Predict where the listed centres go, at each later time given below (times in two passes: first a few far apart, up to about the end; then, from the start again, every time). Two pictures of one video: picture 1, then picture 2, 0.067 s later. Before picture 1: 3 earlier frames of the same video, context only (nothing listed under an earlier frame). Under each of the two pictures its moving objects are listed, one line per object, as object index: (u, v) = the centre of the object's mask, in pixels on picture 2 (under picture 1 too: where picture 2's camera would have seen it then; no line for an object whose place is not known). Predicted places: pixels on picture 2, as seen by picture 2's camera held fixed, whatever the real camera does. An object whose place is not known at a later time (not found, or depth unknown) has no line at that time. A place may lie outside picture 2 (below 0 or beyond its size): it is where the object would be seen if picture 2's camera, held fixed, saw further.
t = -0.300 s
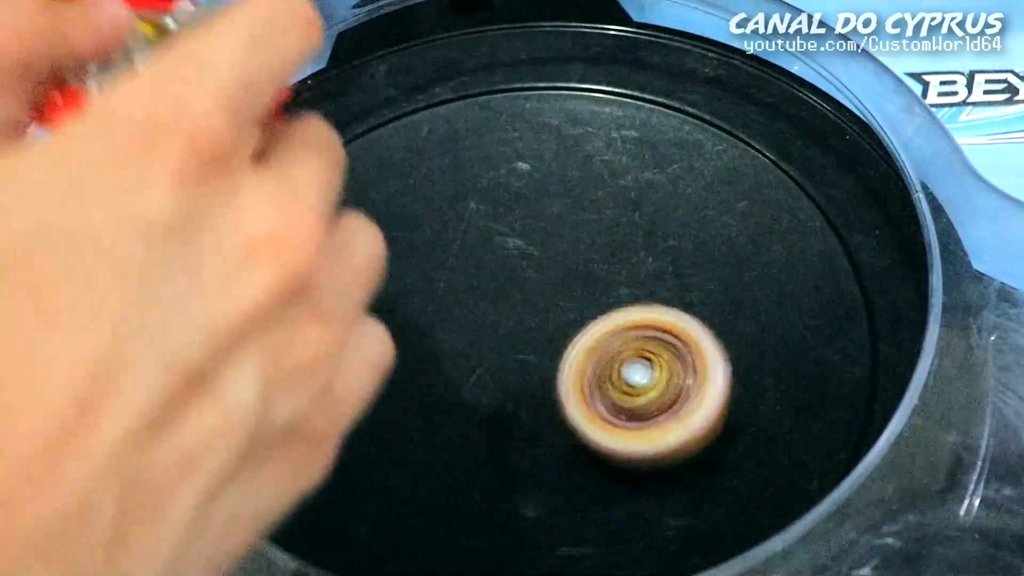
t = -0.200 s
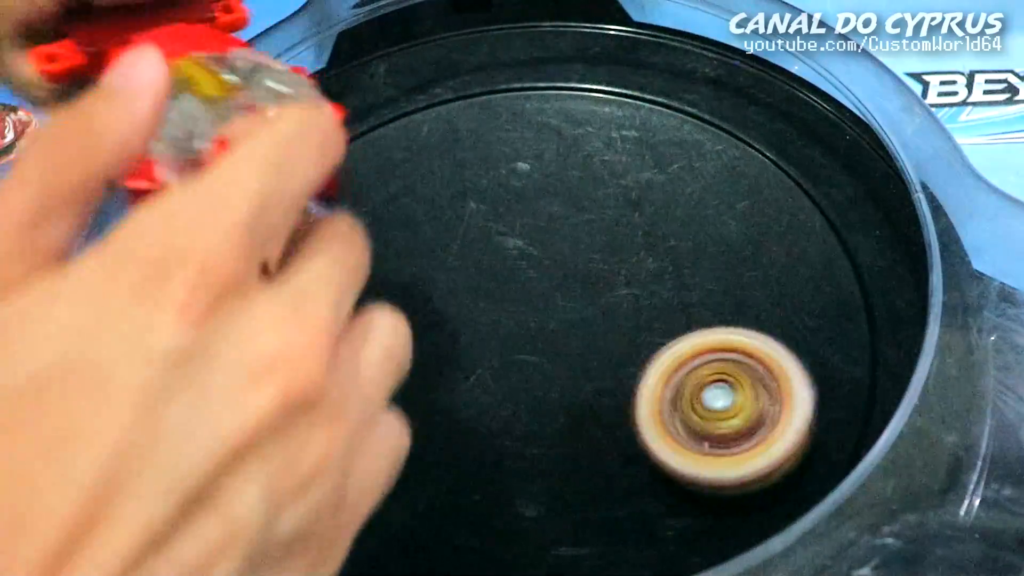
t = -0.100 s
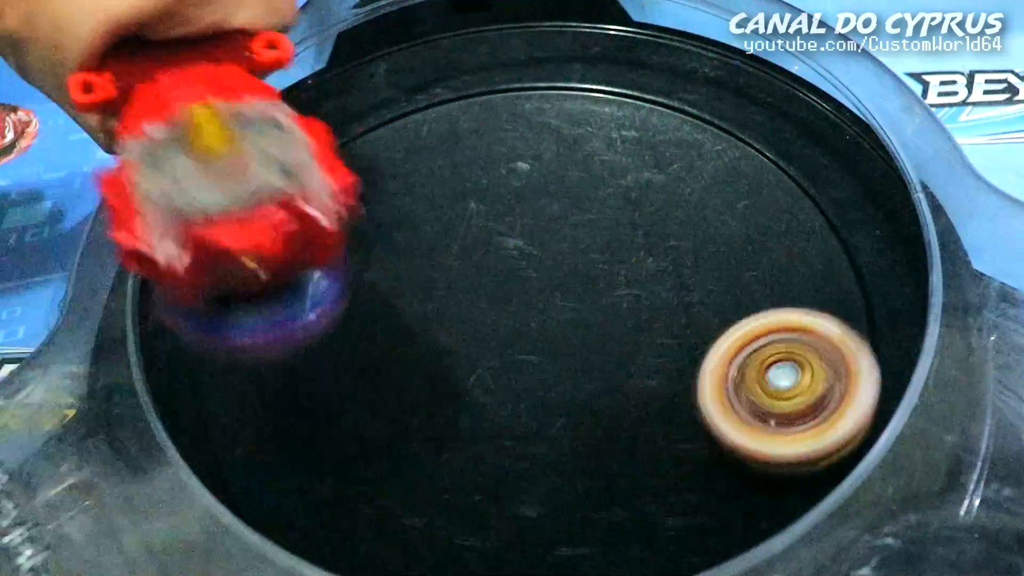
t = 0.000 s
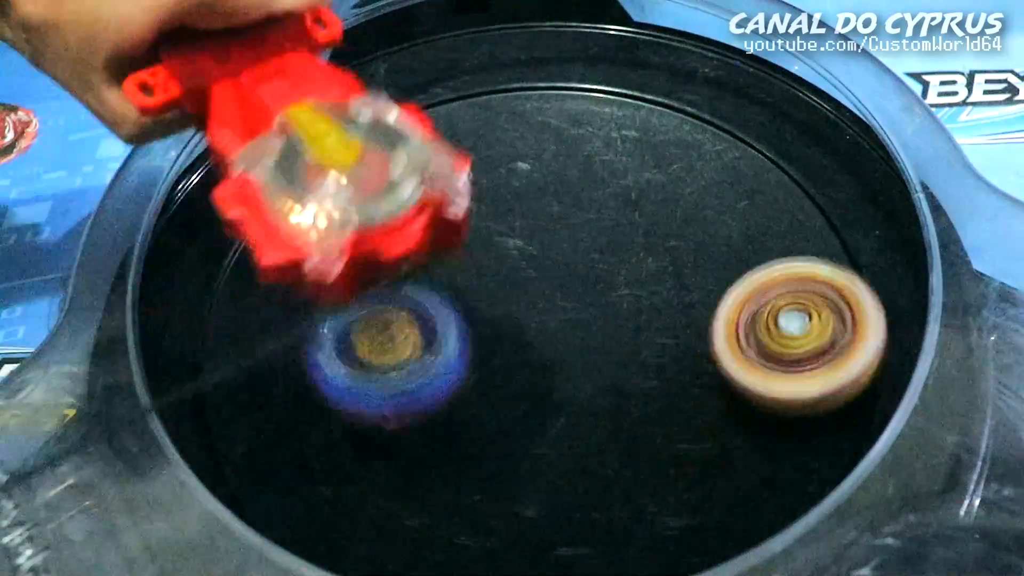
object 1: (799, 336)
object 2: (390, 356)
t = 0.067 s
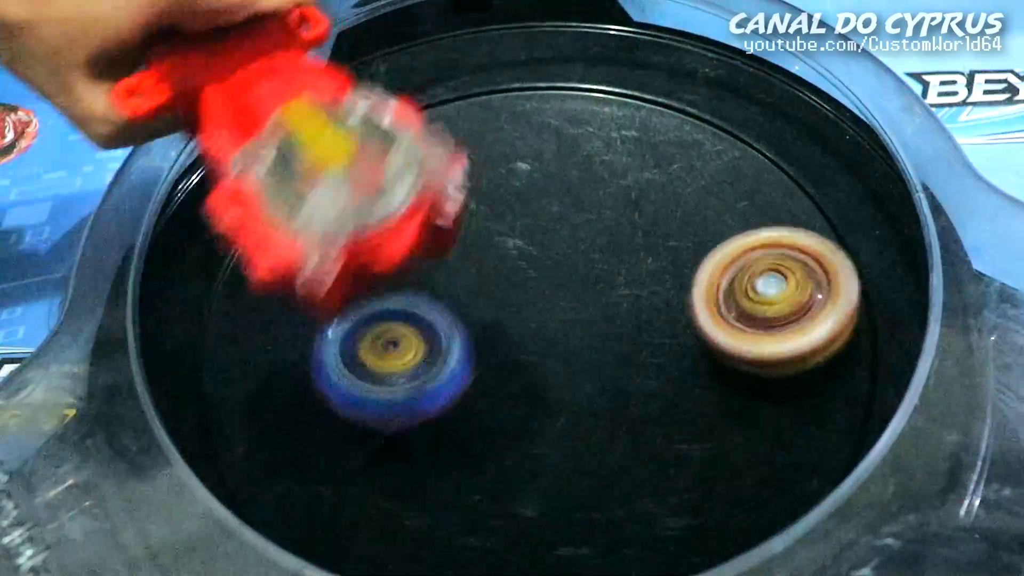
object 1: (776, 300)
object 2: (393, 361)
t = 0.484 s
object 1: (652, 339)
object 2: (375, 441)
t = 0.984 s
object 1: (646, 249)
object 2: (396, 461)
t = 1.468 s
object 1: (528, 241)
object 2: (247, 399)
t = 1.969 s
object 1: (490, 343)
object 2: (477, 63)
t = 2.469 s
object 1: (588, 318)
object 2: (813, 335)
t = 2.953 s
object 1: (557, 256)
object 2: (328, 365)
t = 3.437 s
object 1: (524, 312)
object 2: (666, 107)
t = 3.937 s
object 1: (564, 347)
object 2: (777, 476)
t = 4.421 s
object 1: (557, 332)
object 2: (366, 327)
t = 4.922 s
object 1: (502, 325)
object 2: (683, 291)
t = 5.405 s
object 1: (441, 516)
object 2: (324, 221)
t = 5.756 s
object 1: (644, 462)
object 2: (490, 248)
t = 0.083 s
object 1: (767, 293)
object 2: (395, 362)
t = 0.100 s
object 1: (758, 287)
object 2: (397, 365)
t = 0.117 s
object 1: (746, 284)
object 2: (398, 370)
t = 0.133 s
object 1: (735, 282)
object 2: (397, 369)
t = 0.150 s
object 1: (721, 281)
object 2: (397, 371)
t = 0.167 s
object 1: (708, 282)
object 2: (396, 373)
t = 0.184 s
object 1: (694, 283)
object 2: (397, 376)
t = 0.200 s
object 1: (679, 286)
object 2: (396, 382)
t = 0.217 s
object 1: (665, 290)
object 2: (398, 387)
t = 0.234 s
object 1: (652, 294)
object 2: (401, 392)
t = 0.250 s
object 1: (638, 300)
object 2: (405, 397)
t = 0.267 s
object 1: (625, 306)
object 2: (413, 400)
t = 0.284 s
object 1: (612, 312)
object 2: (422, 401)
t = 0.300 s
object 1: (599, 320)
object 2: (434, 399)
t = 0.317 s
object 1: (592, 326)
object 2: (438, 397)
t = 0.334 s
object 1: (603, 326)
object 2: (423, 396)
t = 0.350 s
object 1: (616, 326)
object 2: (407, 397)
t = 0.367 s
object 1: (626, 326)
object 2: (393, 397)
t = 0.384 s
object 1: (634, 327)
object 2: (383, 399)
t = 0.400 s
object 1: (640, 329)
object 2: (373, 403)
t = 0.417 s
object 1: (644, 331)
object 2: (366, 408)
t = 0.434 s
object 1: (647, 333)
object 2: (363, 416)
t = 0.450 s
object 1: (649, 335)
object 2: (363, 424)
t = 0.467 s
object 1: (651, 337)
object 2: (366, 432)
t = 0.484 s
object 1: (652, 339)
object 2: (375, 441)
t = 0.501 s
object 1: (652, 340)
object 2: (387, 446)
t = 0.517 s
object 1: (652, 341)
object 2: (404, 448)
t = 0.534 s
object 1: (652, 342)
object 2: (420, 446)
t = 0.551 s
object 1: (651, 343)
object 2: (439, 440)
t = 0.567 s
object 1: (651, 344)
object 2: (457, 431)
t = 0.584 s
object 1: (650, 345)
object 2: (472, 419)
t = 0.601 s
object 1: (649, 346)
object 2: (485, 402)
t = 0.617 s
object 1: (662, 342)
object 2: (477, 389)
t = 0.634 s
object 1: (686, 336)
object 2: (457, 375)
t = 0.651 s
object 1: (707, 330)
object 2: (433, 359)
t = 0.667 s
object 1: (724, 324)
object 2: (409, 347)
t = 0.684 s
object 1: (738, 319)
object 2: (388, 337)
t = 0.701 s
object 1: (749, 313)
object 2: (361, 327)
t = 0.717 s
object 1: (756, 306)
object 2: (337, 322)
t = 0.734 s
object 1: (761, 299)
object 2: (315, 318)
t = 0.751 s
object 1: (762, 293)
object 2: (291, 317)
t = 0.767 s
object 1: (761, 286)
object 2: (268, 319)
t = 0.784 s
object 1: (758, 279)
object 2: (247, 324)
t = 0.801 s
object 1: (753, 273)
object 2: (228, 332)
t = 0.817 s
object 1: (746, 267)
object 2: (212, 342)
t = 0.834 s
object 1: (738, 261)
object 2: (206, 353)
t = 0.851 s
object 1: (729, 257)
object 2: (223, 367)
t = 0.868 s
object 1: (719, 254)
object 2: (240, 383)
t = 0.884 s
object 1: (710, 251)
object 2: (261, 403)
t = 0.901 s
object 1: (699, 250)
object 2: (285, 424)
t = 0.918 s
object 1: (688, 249)
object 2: (302, 438)
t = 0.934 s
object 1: (677, 248)
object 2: (321, 449)
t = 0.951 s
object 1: (666, 247)
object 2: (344, 458)
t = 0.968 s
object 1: (655, 248)
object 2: (369, 463)
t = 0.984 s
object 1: (646, 249)
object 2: (396, 461)
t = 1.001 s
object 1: (636, 252)
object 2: (424, 456)
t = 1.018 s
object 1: (628, 255)
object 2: (450, 447)
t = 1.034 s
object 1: (619, 259)
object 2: (474, 435)
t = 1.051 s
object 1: (611, 263)
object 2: (494, 419)
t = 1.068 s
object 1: (603, 269)
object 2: (514, 398)
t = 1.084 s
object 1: (602, 266)
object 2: (517, 386)
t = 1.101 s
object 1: (608, 256)
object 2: (513, 376)
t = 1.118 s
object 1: (614, 247)
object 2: (508, 367)
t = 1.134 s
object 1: (617, 239)
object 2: (500, 352)
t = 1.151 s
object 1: (618, 233)
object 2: (492, 335)
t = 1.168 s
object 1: (618, 228)
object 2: (480, 320)
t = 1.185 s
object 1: (617, 225)
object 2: (467, 305)
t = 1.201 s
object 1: (614, 223)
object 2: (452, 292)
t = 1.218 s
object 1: (610, 222)
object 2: (432, 278)
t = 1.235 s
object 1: (605, 221)
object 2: (412, 266)
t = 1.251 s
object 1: (598, 221)
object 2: (391, 256)
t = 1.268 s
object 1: (592, 220)
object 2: (372, 249)
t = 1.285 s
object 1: (586, 220)
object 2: (350, 245)
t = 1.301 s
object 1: (579, 220)
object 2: (326, 243)
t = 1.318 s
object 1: (572, 220)
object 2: (303, 244)
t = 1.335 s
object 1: (566, 221)
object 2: (279, 248)
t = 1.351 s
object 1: (561, 222)
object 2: (258, 254)
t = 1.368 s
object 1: (555, 223)
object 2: (237, 264)
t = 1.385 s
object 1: (550, 225)
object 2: (215, 280)
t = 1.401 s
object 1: (544, 227)
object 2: (207, 295)
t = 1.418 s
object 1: (540, 230)
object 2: (214, 320)
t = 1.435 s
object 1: (536, 233)
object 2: (224, 347)
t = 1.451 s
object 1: (532, 237)
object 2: (237, 376)
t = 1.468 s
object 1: (528, 241)
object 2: (247, 399)
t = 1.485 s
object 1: (525, 245)
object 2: (266, 421)
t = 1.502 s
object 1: (522, 249)
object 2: (290, 442)
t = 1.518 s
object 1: (518, 254)
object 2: (319, 459)
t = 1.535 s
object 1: (515, 258)
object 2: (354, 474)
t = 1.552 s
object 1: (513, 263)
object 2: (390, 478)
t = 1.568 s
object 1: (511, 268)
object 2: (428, 478)
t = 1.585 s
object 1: (510, 272)
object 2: (468, 473)
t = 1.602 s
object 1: (508, 277)
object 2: (506, 463)
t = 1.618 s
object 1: (506, 282)
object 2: (540, 448)
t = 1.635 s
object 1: (505, 287)
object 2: (571, 430)
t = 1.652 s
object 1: (504, 292)
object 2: (598, 409)
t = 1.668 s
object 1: (502, 295)
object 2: (622, 386)
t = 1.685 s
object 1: (499, 295)
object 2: (647, 363)
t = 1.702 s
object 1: (496, 296)
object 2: (670, 338)
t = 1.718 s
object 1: (493, 298)
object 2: (687, 312)
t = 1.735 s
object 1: (492, 300)
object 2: (699, 288)
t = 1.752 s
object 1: (490, 304)
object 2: (706, 263)
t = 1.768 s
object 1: (489, 306)
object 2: (709, 236)
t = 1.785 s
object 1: (488, 309)
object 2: (708, 210)
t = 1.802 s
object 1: (486, 311)
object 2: (701, 186)
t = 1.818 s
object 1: (485, 315)
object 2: (692, 162)
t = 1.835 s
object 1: (485, 318)
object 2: (677, 139)
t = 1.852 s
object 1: (484, 321)
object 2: (661, 116)
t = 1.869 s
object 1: (484, 324)
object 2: (642, 98)
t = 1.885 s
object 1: (484, 328)
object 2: (621, 82)
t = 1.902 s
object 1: (484, 331)
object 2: (597, 67)
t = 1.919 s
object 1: (485, 334)
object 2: (571, 56)
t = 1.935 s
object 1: (486, 338)
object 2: (539, 54)
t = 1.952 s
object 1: (488, 341)
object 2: (508, 55)
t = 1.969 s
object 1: (490, 343)
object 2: (477, 63)
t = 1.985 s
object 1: (491, 346)
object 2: (445, 75)
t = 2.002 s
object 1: (493, 349)
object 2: (413, 91)
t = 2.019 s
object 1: (495, 352)
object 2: (381, 108)
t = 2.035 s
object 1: (497, 355)
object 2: (347, 123)
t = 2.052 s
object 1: (500, 357)
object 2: (319, 138)
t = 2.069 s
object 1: (502, 359)
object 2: (293, 157)
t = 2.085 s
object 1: (504, 360)
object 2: (272, 178)
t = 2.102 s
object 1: (506, 362)
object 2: (253, 201)
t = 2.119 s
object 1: (509, 364)
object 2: (239, 228)
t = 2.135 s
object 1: (512, 365)
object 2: (234, 259)
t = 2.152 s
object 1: (516, 366)
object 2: (234, 296)
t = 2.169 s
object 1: (520, 366)
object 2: (239, 328)
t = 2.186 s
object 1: (524, 366)
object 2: (252, 358)
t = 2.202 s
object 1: (527, 365)
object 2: (274, 389)
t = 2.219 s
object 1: (529, 365)
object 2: (300, 418)
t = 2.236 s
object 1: (532, 365)
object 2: (335, 442)
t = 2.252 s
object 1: (535, 366)
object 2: (376, 461)
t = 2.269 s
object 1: (539, 365)
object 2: (419, 478)
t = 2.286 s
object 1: (546, 360)
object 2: (461, 491)
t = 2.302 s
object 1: (556, 355)
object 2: (498, 500)
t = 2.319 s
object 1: (563, 349)
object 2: (537, 502)
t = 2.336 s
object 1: (569, 345)
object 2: (576, 501)
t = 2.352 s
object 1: (573, 341)
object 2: (615, 495)
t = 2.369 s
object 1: (576, 339)
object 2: (652, 483)
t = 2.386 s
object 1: (579, 336)
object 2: (689, 466)
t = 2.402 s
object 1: (581, 333)
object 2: (722, 446)
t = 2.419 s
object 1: (584, 330)
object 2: (751, 421)
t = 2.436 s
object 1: (586, 326)
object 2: (777, 393)
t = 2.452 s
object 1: (588, 322)
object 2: (798, 365)
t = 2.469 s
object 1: (588, 318)
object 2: (813, 335)
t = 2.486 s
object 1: (589, 314)
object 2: (825, 303)
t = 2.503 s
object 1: (589, 311)
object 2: (831, 272)
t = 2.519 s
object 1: (589, 309)
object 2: (833, 241)
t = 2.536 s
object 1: (589, 306)
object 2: (829, 212)
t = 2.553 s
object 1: (590, 304)
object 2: (821, 183)
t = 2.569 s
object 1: (590, 300)
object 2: (806, 158)
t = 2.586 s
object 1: (591, 297)
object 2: (777, 140)
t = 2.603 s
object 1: (591, 295)
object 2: (748, 124)
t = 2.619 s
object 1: (591, 292)
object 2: (723, 107)
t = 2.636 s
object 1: (591, 289)
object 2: (697, 92)
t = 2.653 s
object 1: (591, 287)
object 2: (671, 82)
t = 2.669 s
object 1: (590, 285)
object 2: (637, 75)
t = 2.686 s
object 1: (590, 283)
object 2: (602, 68)
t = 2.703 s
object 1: (589, 282)
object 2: (569, 64)
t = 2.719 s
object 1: (588, 280)
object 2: (538, 63)
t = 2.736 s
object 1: (587, 277)
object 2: (508, 67)
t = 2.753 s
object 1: (585, 275)
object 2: (478, 73)
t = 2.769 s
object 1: (582, 273)
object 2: (450, 83)
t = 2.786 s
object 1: (579, 270)
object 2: (423, 97)
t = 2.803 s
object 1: (576, 269)
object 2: (397, 113)
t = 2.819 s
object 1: (573, 267)
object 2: (373, 135)
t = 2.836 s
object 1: (571, 266)
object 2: (351, 158)
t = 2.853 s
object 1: (569, 265)
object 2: (335, 183)
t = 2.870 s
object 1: (568, 263)
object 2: (322, 210)
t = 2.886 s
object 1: (567, 262)
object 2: (312, 241)
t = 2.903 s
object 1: (565, 260)
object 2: (307, 271)
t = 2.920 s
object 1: (563, 258)
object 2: (308, 302)
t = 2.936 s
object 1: (561, 257)
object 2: (316, 334)
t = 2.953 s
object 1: (557, 256)
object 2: (328, 365)
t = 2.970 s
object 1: (554, 256)
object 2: (346, 394)
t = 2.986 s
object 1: (551, 257)
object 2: (370, 421)
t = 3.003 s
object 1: (548, 258)
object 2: (398, 446)
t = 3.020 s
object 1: (546, 259)
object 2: (430, 465)
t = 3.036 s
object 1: (544, 260)
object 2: (467, 483)
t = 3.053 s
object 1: (542, 261)
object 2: (506, 494)
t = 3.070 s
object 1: (540, 262)
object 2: (547, 498)
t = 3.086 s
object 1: (538, 263)
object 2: (590, 500)
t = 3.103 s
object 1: (537, 264)
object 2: (633, 497)
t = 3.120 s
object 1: (534, 265)
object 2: (672, 489)
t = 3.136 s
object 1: (532, 266)
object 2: (710, 475)
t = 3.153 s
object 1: (530, 268)
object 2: (745, 456)
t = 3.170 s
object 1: (528, 269)
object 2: (775, 436)
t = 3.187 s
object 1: (526, 272)
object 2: (802, 411)
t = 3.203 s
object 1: (524, 274)
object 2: (824, 386)
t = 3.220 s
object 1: (523, 277)
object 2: (840, 360)
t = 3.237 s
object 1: (522, 279)
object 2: (850, 335)
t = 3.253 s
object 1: (521, 282)
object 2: (857, 308)
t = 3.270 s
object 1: (521, 284)
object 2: (859, 280)
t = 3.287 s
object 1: (521, 287)
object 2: (852, 251)
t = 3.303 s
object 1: (520, 290)
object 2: (841, 227)
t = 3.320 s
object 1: (520, 293)
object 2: (830, 204)
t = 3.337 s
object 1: (520, 295)
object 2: (814, 184)
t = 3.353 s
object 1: (520, 298)
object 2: (795, 164)
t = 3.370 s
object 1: (520, 301)
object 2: (773, 146)
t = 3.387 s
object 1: (520, 304)
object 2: (747, 132)
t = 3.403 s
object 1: (521, 307)
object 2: (721, 120)
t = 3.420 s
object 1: (522, 310)
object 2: (695, 112)
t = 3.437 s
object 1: (524, 312)
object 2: (666, 107)
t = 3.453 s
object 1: (526, 315)
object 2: (636, 105)
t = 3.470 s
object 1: (528, 316)
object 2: (607, 107)
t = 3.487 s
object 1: (529, 317)
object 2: (577, 111)
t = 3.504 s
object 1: (530, 318)
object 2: (548, 117)
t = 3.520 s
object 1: (531, 319)
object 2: (520, 127)
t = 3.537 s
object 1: (531, 320)
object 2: (493, 141)
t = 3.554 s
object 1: (531, 321)
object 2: (467, 156)
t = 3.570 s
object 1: (531, 323)
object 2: (444, 173)
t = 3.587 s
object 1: (531, 325)
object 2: (423, 193)
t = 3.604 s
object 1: (531, 327)
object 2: (404, 216)
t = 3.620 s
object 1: (532, 330)
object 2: (389, 240)
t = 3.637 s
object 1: (534, 333)
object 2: (376, 266)
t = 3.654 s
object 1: (536, 335)
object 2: (368, 293)
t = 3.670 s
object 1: (539, 338)
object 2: (364, 321)
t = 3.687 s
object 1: (542, 340)
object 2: (364, 350)
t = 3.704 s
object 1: (545, 341)
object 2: (369, 379)
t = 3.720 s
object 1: (549, 343)
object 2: (379, 407)
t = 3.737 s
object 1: (551, 343)
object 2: (393, 435)
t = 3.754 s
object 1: (553, 343)
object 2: (411, 461)
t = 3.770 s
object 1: (554, 343)
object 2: (435, 484)
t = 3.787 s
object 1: (555, 343)
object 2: (463, 500)
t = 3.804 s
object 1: (556, 344)
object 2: (495, 510)
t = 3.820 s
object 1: (557, 344)
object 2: (530, 516)
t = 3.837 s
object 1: (557, 345)
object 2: (566, 519)
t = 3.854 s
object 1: (558, 346)
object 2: (607, 520)
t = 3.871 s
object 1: (559, 346)
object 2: (644, 517)
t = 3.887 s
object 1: (560, 347)
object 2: (676, 511)
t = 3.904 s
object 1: (561, 347)
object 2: (708, 502)
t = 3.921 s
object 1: (563, 347)
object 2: (748, 496)
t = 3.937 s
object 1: (564, 347)
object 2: (777, 476)
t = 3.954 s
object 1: (566, 347)
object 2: (800, 455)
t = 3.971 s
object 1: (567, 346)
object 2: (819, 431)
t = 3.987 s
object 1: (569, 345)
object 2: (823, 401)
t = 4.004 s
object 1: (570, 345)
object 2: (833, 378)
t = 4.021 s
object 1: (570, 344)
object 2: (839, 355)
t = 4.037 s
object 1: (571, 343)
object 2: (839, 334)
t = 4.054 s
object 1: (571, 342)
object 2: (835, 309)
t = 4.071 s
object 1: (571, 342)
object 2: (825, 286)
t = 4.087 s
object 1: (571, 341)
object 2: (811, 265)
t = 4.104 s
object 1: (571, 341)
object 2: (794, 245)
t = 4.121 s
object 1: (570, 341)
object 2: (775, 228)
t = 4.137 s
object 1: (571, 341)
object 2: (750, 214)
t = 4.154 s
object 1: (571, 341)
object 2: (726, 204)
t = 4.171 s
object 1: (571, 341)
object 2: (701, 194)
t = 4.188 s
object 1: (572, 341)
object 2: (672, 187)
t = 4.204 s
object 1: (573, 341)
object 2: (645, 184)
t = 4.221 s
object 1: (573, 340)
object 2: (619, 182)
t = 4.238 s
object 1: (573, 339)
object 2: (590, 182)
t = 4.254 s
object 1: (573, 338)
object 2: (561, 186)
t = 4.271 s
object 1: (573, 337)
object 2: (535, 192)
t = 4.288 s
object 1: (572, 335)
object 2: (511, 199)
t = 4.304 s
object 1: (571, 334)
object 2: (486, 209)
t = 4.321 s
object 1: (569, 333)
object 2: (463, 222)
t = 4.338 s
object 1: (566, 332)
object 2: (441, 236)
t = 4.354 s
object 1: (564, 331)
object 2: (422, 251)
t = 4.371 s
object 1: (562, 331)
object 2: (405, 269)
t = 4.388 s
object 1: (561, 331)
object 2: (389, 287)
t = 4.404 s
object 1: (559, 332)
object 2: (376, 306)
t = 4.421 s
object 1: (557, 332)
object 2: (366, 327)
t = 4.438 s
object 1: (556, 333)
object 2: (360, 348)
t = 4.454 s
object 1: (555, 333)
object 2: (357, 369)
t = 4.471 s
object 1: (554, 334)
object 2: (357, 390)
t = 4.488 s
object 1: (554, 334)
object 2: (360, 411)
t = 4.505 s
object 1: (553, 334)
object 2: (367, 432)
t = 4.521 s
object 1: (553, 334)
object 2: (377, 452)
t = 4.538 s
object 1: (552, 334)
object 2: (391, 470)
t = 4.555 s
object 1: (552, 334)
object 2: (407, 486)
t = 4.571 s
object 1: (551, 333)
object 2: (424, 498)
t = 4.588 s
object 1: (550, 332)
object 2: (445, 506)
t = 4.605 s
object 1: (549, 331)
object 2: (468, 511)
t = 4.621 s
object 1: (548, 330)
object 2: (492, 513)
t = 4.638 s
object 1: (546, 329)
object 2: (517, 513)
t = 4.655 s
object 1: (545, 329)
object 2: (543, 513)
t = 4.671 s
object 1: (543, 328)
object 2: (568, 510)
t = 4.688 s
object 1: (541, 328)
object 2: (591, 507)
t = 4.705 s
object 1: (539, 327)
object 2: (613, 499)
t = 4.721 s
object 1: (537, 327)
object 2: (632, 489)
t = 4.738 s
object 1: (535, 327)
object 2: (650, 475)
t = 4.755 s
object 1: (533, 327)
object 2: (666, 457)
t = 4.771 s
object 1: (532, 327)
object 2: (677, 441)
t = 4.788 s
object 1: (530, 327)
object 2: (685, 423)
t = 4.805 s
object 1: (529, 328)
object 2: (690, 406)
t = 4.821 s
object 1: (527, 328)
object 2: (692, 389)
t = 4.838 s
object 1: (526, 328)
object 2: (693, 371)
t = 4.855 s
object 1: (524, 328)
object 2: (692, 353)
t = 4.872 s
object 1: (522, 328)
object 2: (689, 334)
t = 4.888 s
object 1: (514, 327)
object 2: (691, 319)
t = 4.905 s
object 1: (508, 326)
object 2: (689, 304)
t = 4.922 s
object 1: (502, 325)
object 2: (683, 291)
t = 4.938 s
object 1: (497, 325)
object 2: (676, 279)
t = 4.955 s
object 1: (493, 325)
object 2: (667, 267)
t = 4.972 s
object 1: (490, 324)
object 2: (655, 254)
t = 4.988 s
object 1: (487, 325)
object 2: (641, 243)
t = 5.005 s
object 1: (485, 324)
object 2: (627, 234)
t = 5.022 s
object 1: (483, 324)
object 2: (611, 227)
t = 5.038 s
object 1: (480, 324)
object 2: (595, 220)
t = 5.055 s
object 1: (478, 324)
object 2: (579, 216)
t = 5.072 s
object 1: (475, 325)
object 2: (562, 212)
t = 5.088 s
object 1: (466, 332)
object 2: (548, 204)
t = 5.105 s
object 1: (455, 340)
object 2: (538, 195)
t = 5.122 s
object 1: (447, 346)
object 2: (524, 188)
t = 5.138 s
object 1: (440, 351)
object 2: (510, 185)
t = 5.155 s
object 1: (435, 355)
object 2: (494, 183)
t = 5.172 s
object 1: (431, 359)
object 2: (478, 183)
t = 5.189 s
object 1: (427, 363)
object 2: (460, 184)
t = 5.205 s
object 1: (424, 366)
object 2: (443, 189)
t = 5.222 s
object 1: (421, 370)
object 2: (426, 194)
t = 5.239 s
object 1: (418, 374)
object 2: (411, 201)
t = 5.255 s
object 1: (416, 378)
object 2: (397, 212)
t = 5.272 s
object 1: (415, 382)
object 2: (383, 225)
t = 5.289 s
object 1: (413, 386)
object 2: (371, 239)
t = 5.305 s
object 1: (412, 389)
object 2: (364, 255)
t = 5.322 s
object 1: (412, 401)
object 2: (358, 265)
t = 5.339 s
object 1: (415, 433)
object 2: (351, 254)
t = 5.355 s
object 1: (421, 462)
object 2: (346, 241)
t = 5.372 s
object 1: (427, 488)
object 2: (340, 232)
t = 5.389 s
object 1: (432, 504)
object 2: (333, 225)
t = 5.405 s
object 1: (441, 516)
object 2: (324, 221)
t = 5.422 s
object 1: (450, 524)
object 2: (316, 219)
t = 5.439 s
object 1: (461, 531)
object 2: (308, 219)
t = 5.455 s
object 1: (471, 535)
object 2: (300, 222)
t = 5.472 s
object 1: (484, 538)
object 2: (293, 225)
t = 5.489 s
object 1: (497, 539)
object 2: (287, 231)
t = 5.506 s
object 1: (511, 539)
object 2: (283, 239)
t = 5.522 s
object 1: (525, 538)
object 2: (284, 249)
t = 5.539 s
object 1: (539, 537)
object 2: (289, 258)
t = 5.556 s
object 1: (554, 535)
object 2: (296, 268)
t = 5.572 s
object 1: (569, 532)
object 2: (305, 276)
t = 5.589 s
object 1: (581, 529)
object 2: (319, 284)
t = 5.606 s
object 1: (594, 526)
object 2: (335, 289)
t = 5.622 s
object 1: (605, 521)
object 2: (352, 291)
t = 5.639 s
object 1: (615, 516)
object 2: (369, 293)
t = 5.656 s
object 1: (623, 511)
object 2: (388, 292)
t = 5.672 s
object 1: (629, 505)
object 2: (408, 288)
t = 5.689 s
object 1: (635, 499)
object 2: (427, 283)
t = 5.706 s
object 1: (638, 491)
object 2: (442, 277)
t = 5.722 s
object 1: (640, 481)
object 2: (460, 269)
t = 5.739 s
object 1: (643, 472)
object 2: (476, 259)
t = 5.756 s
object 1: (644, 462)
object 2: (490, 248)
